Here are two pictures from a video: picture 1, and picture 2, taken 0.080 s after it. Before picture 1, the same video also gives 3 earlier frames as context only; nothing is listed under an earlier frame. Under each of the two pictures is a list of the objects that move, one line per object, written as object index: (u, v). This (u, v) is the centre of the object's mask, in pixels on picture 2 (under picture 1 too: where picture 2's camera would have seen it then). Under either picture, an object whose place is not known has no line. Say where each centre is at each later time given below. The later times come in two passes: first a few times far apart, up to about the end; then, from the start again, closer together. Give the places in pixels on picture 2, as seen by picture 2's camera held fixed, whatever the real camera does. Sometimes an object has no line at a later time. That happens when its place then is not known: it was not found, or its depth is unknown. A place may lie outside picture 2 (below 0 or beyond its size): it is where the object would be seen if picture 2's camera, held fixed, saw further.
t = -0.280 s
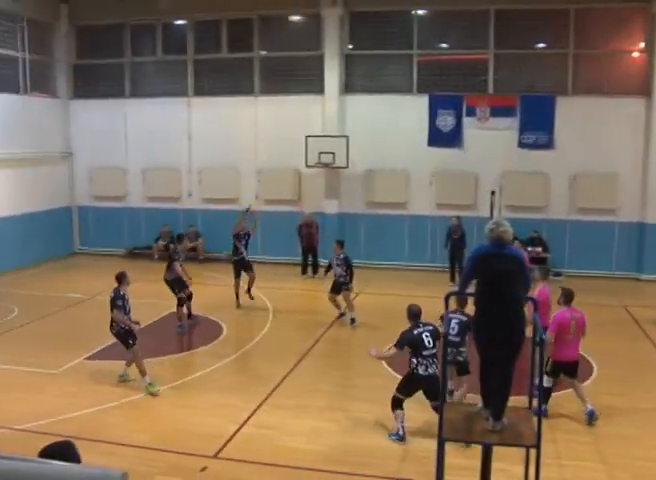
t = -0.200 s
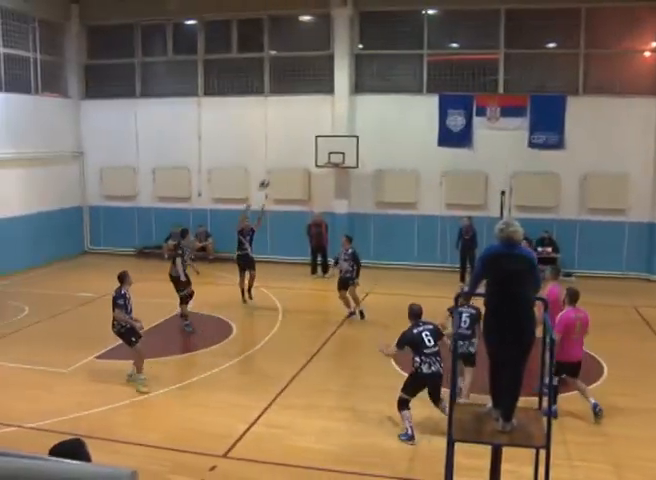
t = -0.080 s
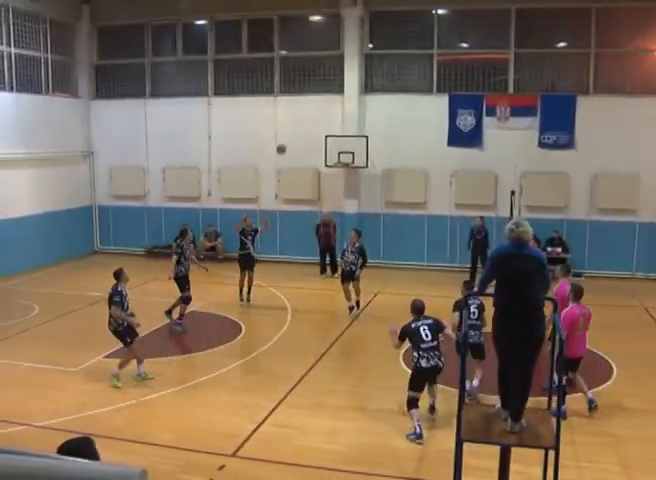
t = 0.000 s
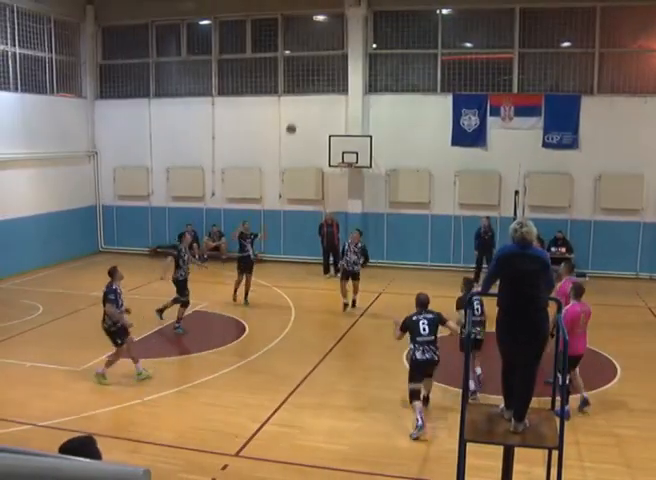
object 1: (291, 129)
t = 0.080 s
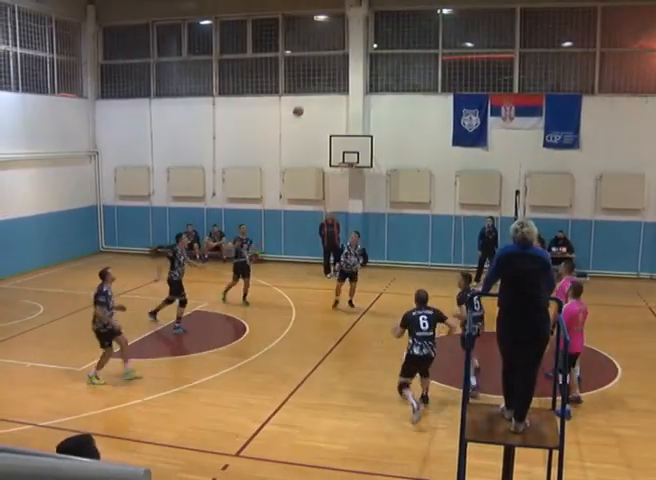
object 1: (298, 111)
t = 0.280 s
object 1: (314, 77)
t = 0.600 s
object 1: (345, 68)
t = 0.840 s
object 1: (371, 100)
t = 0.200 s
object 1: (307, 89)
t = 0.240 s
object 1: (311, 82)
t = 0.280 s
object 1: (314, 77)
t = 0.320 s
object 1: (318, 74)
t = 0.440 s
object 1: (329, 66)
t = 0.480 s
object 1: (332, 66)
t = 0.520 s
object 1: (336, 65)
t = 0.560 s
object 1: (340, 65)
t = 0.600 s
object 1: (345, 68)
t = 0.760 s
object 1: (362, 86)
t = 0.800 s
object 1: (365, 93)
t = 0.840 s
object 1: (371, 100)
